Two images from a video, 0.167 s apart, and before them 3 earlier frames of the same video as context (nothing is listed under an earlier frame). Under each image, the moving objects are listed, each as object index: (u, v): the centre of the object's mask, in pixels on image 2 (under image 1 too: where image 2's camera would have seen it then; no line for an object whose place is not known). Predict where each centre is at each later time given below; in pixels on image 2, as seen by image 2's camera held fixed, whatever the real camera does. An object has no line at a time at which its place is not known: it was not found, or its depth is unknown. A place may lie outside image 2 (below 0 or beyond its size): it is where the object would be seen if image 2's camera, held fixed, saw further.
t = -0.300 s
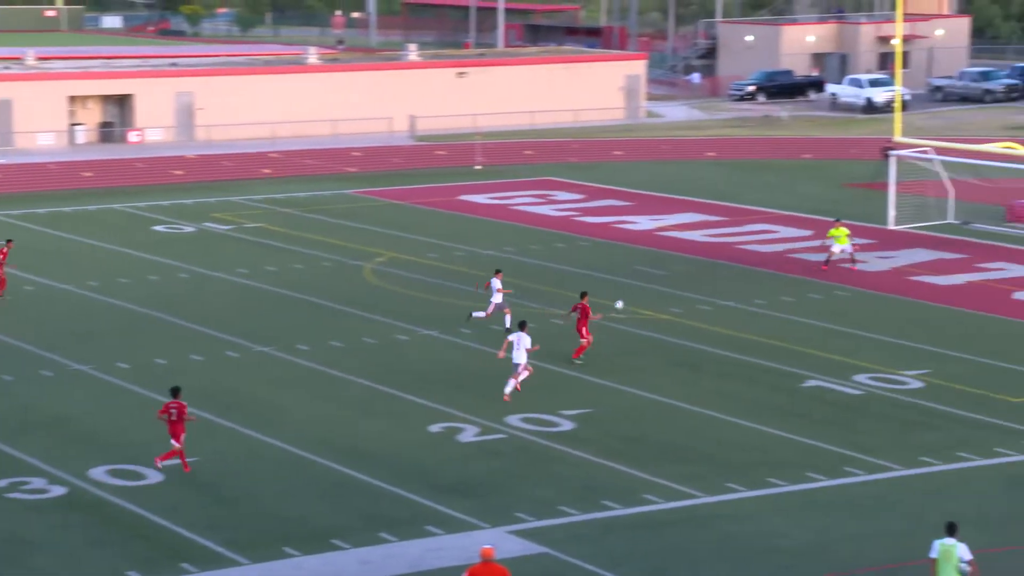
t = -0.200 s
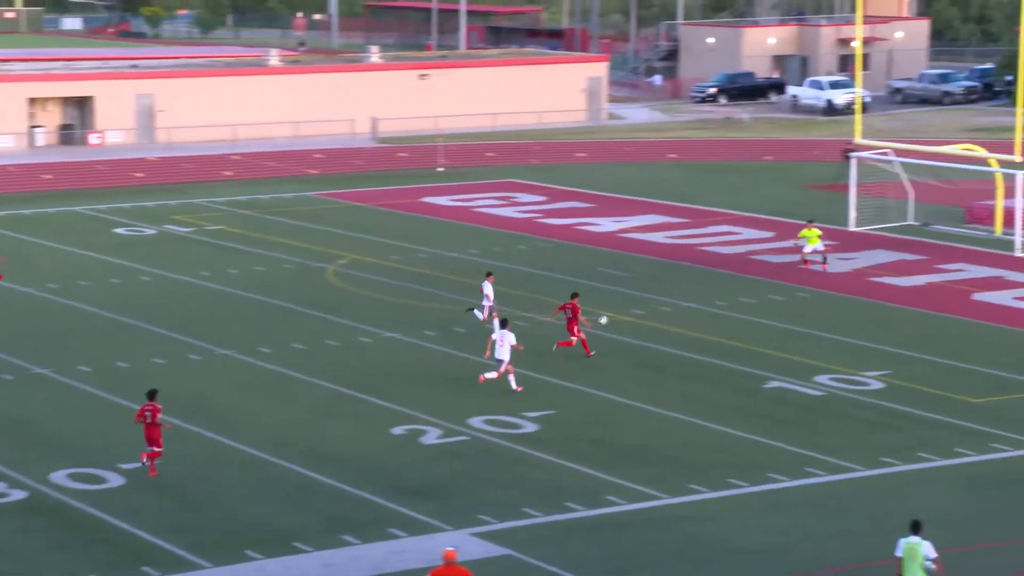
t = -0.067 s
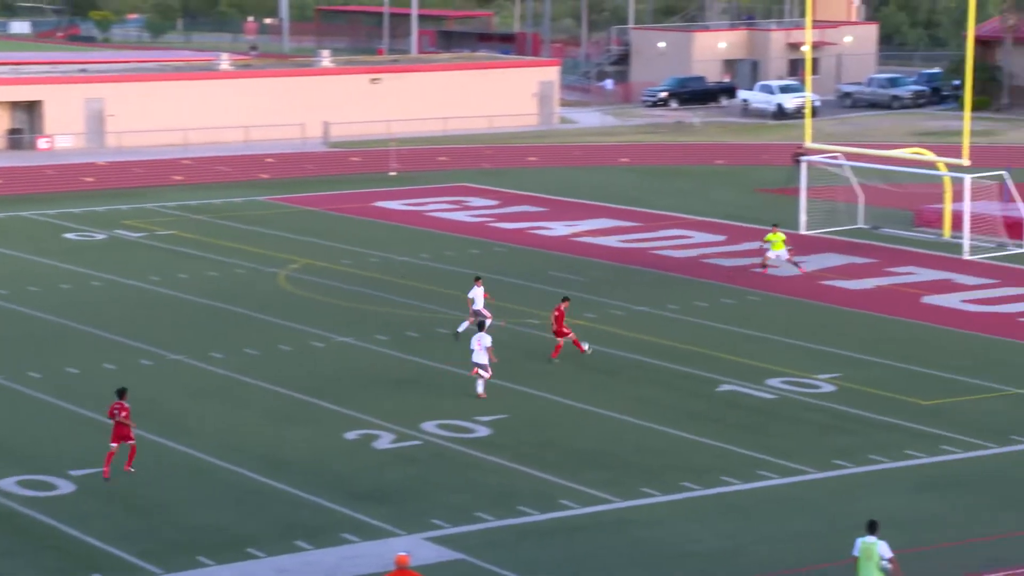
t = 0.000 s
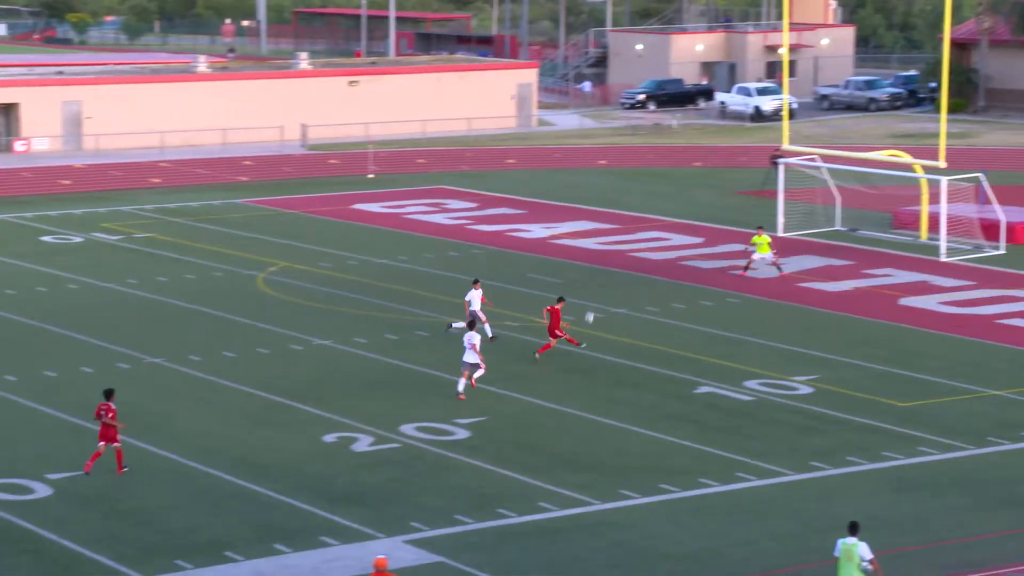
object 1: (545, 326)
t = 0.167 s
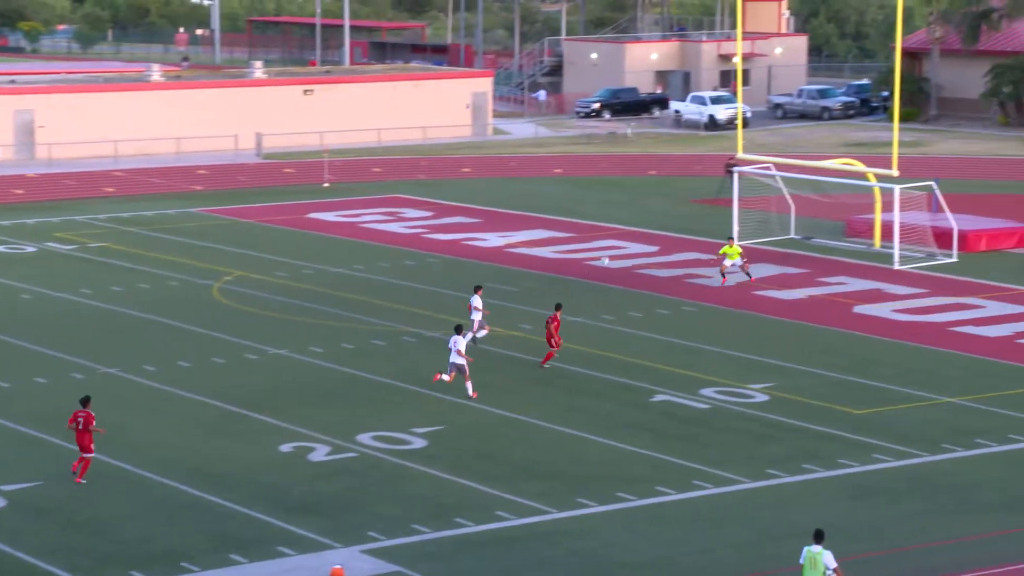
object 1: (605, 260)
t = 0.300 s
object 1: (644, 225)
